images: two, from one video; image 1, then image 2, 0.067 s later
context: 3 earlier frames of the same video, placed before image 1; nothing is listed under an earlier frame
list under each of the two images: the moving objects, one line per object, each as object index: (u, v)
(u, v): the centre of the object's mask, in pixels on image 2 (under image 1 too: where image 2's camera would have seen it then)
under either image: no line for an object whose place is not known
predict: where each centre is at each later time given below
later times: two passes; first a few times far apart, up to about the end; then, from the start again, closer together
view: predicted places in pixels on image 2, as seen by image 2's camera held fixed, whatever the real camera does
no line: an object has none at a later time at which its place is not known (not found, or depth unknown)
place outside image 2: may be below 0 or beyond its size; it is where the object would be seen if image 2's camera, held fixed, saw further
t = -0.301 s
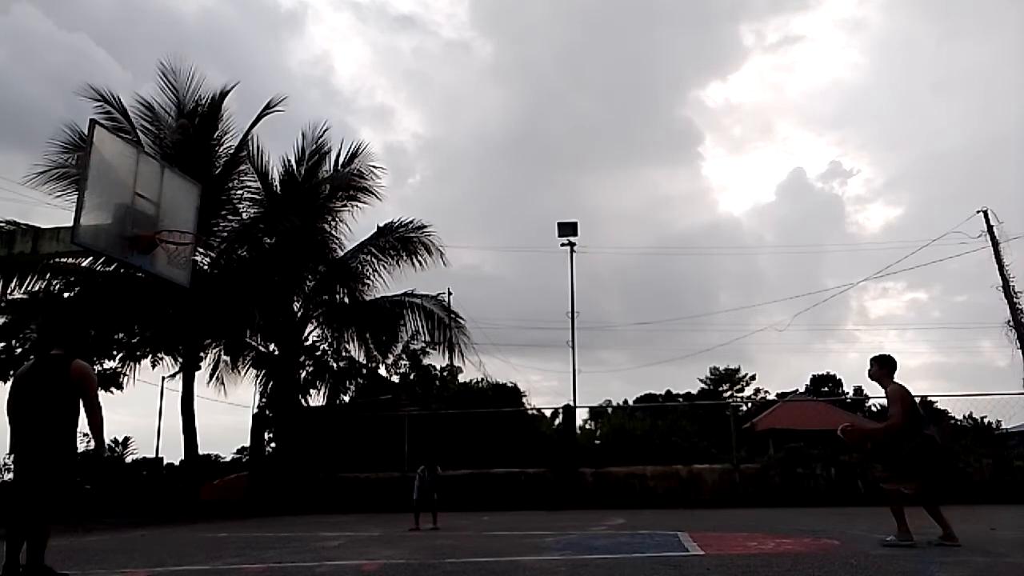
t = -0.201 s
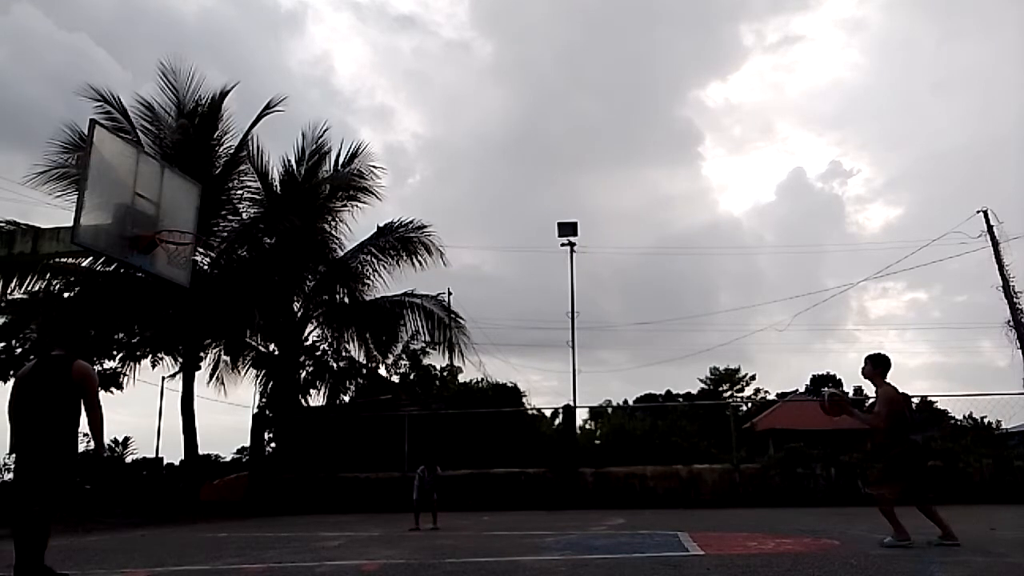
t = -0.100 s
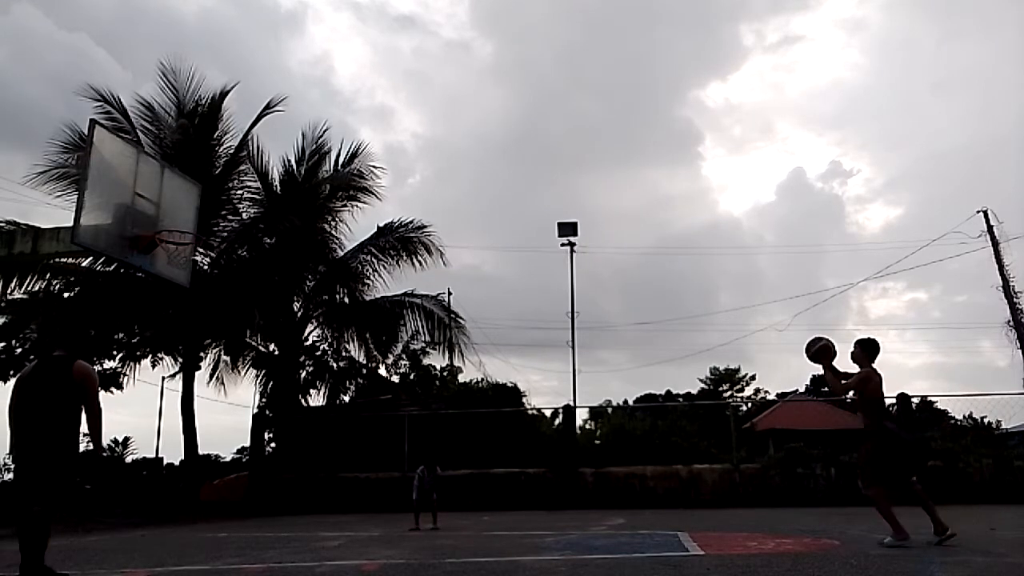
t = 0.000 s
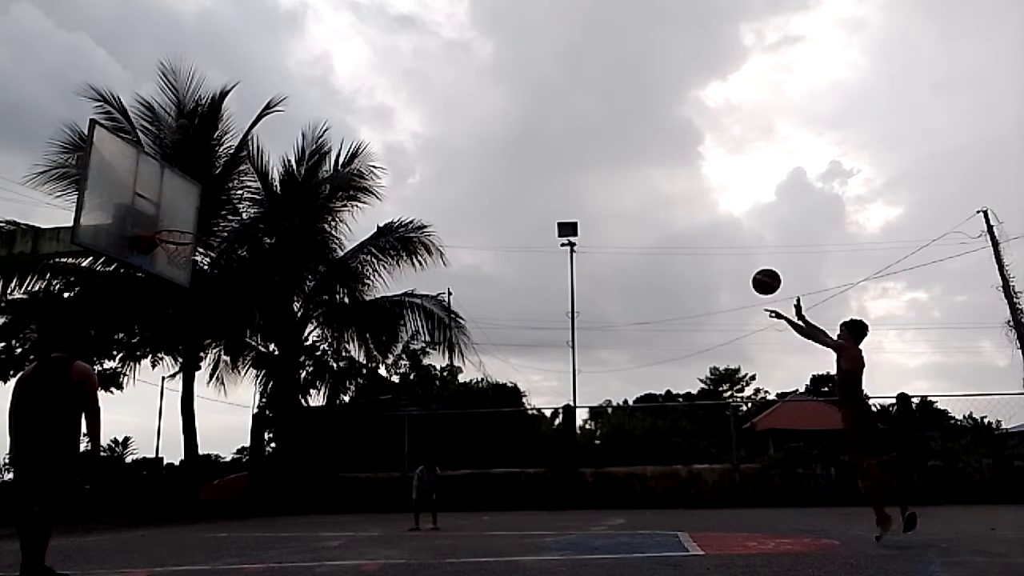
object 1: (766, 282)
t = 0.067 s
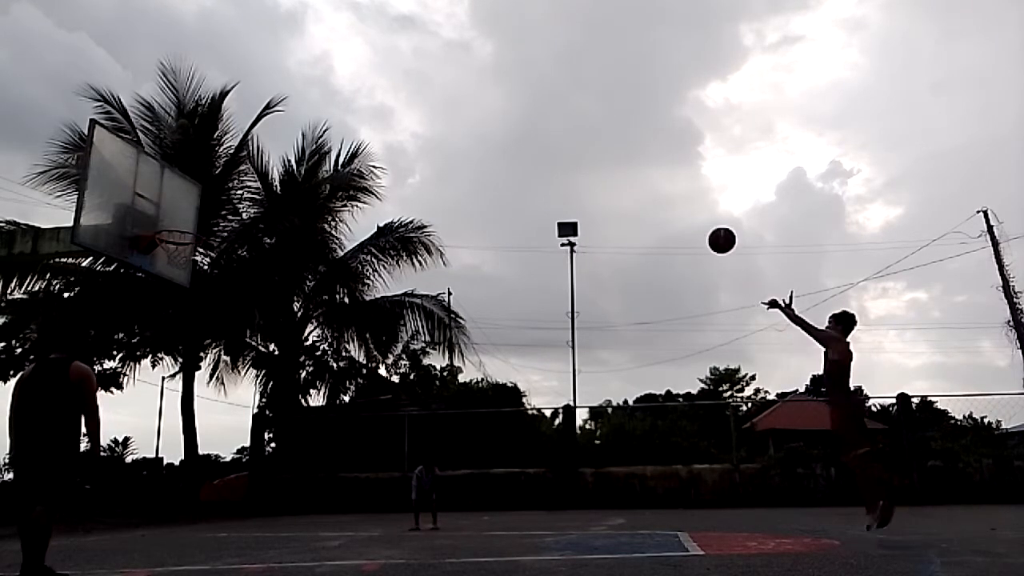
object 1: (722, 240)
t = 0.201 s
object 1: (638, 175)
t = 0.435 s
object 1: (509, 110)
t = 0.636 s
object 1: (409, 98)
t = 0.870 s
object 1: (299, 130)
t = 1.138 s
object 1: (176, 225)
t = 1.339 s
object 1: (209, 165)
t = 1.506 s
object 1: (247, 130)
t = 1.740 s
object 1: (304, 119)
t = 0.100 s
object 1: (700, 222)
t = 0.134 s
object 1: (679, 205)
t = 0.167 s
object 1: (658, 189)
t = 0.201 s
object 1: (638, 175)
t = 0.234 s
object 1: (619, 162)
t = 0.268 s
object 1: (599, 150)
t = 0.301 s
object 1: (581, 140)
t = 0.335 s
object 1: (562, 131)
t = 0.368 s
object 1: (544, 123)
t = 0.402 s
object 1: (527, 116)
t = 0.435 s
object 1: (509, 110)
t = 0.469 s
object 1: (492, 106)
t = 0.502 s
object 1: (475, 102)
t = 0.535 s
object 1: (458, 100)
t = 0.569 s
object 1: (441, 98)
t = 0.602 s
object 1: (425, 98)
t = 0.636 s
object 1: (409, 98)
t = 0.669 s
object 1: (393, 100)
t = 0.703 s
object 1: (377, 103)
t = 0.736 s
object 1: (361, 106)
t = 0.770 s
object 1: (345, 111)
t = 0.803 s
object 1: (330, 116)
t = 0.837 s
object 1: (314, 123)
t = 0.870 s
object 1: (299, 130)
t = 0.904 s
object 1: (283, 139)
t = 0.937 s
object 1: (268, 148)
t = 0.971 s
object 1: (252, 158)
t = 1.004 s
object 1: (237, 169)
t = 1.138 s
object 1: (176, 225)
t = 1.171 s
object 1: (172, 227)
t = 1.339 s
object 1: (209, 165)
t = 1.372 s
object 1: (216, 157)
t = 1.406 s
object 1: (222, 150)
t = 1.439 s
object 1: (231, 143)
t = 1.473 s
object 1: (238, 136)
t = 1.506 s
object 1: (247, 130)
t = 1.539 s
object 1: (254, 126)
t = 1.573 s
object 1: (262, 123)
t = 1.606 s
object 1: (270, 120)
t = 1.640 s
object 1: (278, 118)
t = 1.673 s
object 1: (287, 117)
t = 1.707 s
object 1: (295, 117)
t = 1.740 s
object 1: (304, 119)
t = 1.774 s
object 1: (313, 122)
